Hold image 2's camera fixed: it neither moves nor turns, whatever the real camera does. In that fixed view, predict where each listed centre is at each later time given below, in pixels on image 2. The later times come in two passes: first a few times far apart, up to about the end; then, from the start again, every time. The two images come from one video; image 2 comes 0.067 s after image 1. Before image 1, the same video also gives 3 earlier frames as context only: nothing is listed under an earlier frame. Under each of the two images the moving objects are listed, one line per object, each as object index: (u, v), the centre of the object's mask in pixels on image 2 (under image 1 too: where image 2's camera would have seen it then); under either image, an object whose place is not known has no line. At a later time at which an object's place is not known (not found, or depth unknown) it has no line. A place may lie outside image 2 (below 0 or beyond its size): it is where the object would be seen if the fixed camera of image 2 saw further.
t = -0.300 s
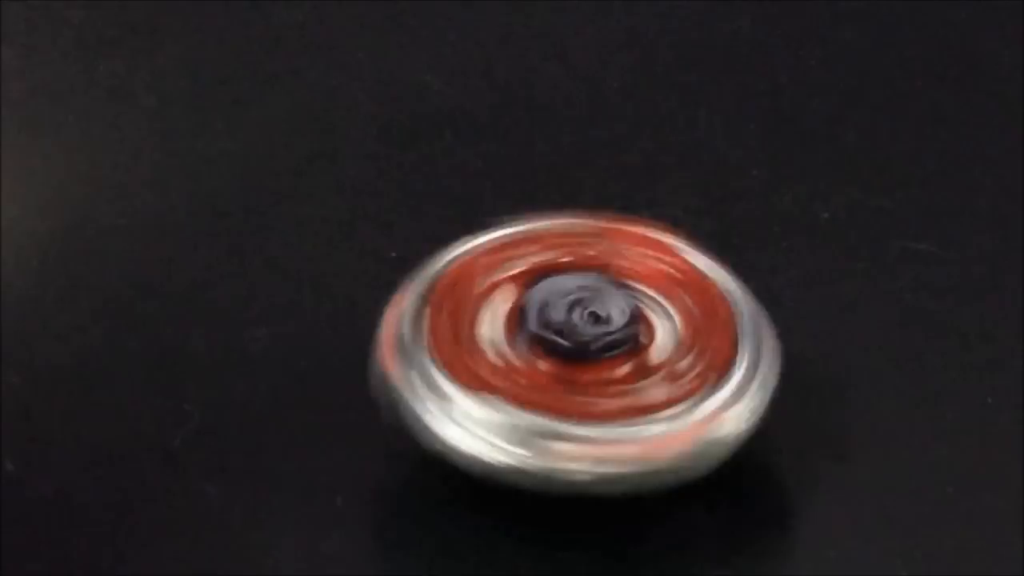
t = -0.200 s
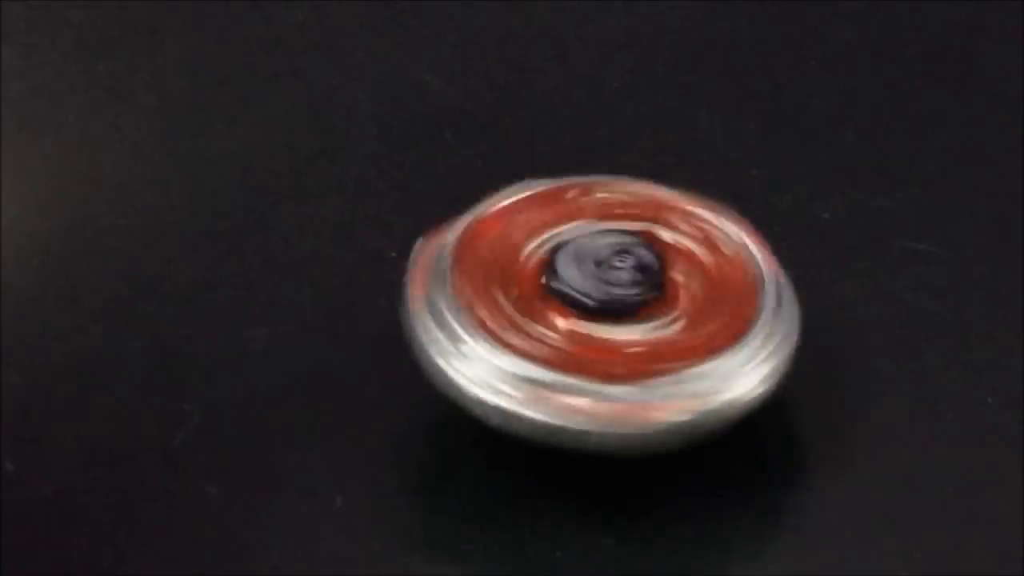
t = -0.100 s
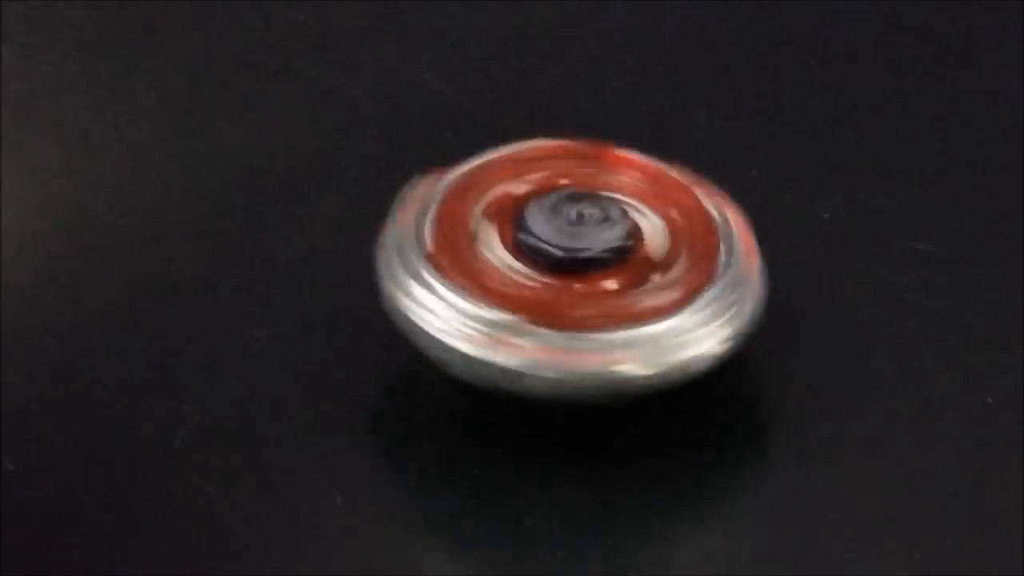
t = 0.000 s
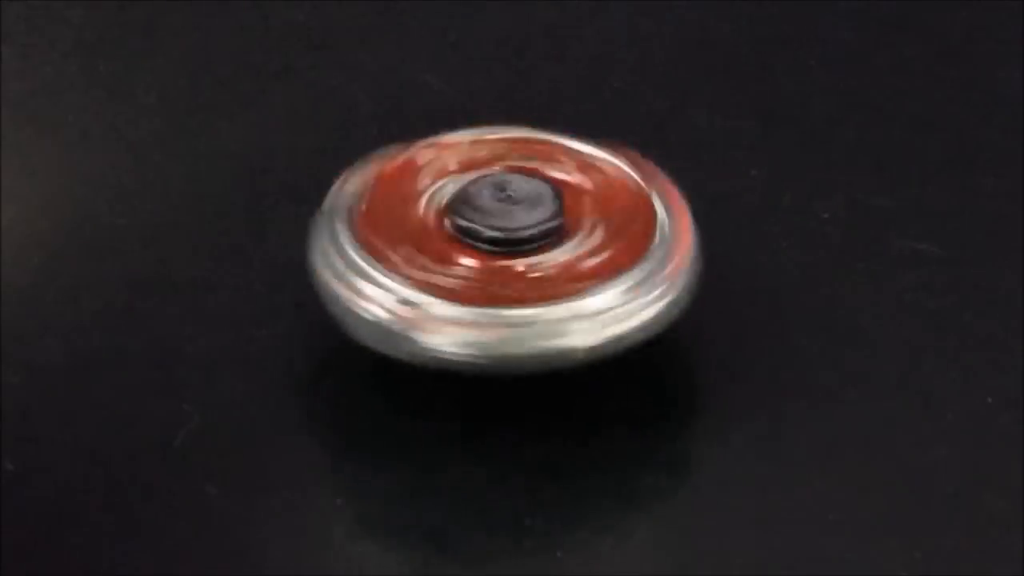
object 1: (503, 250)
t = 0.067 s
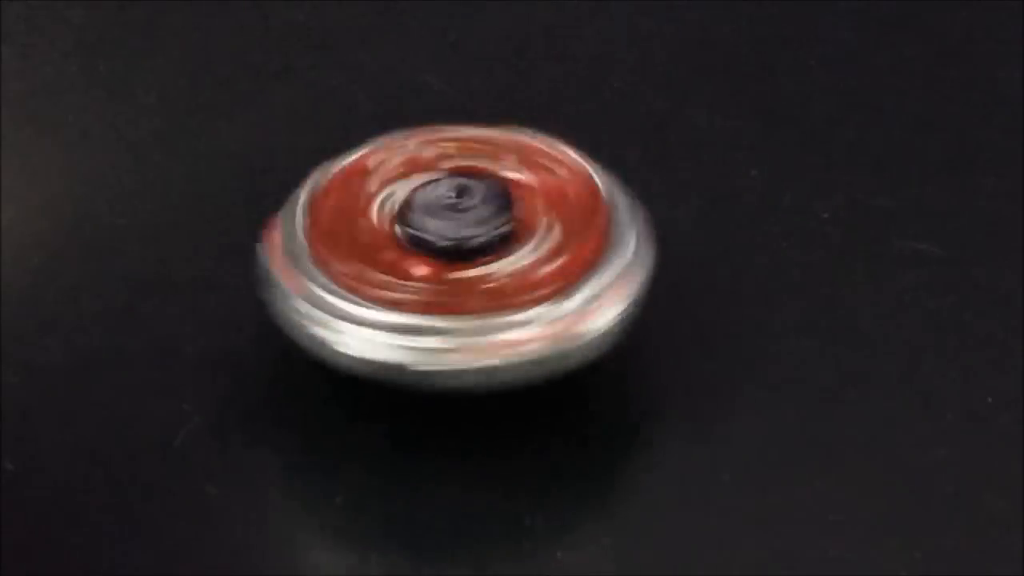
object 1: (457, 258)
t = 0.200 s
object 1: (401, 307)
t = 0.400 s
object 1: (491, 369)
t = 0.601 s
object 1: (589, 313)
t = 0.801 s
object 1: (500, 251)
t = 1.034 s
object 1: (414, 326)
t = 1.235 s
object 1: (531, 361)
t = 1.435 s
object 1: (577, 288)
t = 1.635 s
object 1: (456, 268)
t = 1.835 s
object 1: (439, 342)
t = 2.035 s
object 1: (563, 341)
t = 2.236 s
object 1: (531, 271)
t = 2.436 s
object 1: (427, 298)
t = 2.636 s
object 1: (500, 352)
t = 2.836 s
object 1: (566, 306)
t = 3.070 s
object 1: (482, 267)
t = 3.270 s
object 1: (422, 287)
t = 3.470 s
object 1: (420, 331)
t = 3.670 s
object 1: (498, 355)
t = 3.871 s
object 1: (564, 328)
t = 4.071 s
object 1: (566, 282)
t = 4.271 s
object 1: (511, 263)
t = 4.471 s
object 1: (446, 278)
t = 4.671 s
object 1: (426, 319)
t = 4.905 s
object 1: (486, 358)
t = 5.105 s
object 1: (559, 348)
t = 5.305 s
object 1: (569, 302)
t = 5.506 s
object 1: (523, 271)
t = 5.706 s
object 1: (458, 269)
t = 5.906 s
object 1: (421, 301)
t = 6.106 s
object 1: (451, 344)
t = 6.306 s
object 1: (527, 342)
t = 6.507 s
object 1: (557, 293)
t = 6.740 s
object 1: (496, 261)
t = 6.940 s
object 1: (439, 275)
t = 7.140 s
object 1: (426, 306)
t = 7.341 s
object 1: (465, 347)
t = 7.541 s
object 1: (528, 362)
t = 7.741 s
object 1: (572, 333)
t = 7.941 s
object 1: (569, 301)
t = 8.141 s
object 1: (524, 267)
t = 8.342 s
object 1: (447, 277)
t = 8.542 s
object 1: (423, 309)
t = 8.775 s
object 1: (462, 347)
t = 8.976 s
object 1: (540, 341)
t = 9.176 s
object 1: (536, 289)
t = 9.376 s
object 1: (479, 268)
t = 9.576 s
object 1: (428, 282)
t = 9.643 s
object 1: (422, 302)
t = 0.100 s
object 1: (434, 264)
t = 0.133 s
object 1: (418, 275)
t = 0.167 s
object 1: (407, 291)
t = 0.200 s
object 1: (401, 307)
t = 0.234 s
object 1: (401, 322)
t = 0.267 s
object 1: (410, 334)
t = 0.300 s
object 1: (425, 352)
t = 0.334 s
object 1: (445, 362)
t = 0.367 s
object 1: (464, 367)
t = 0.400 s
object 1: (491, 369)
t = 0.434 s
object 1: (519, 370)
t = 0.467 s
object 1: (541, 363)
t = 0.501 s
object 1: (558, 354)
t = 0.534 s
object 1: (576, 343)
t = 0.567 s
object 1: (586, 327)
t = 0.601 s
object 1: (589, 313)
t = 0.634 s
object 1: (587, 301)
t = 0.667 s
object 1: (579, 283)
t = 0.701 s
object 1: (563, 270)
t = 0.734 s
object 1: (547, 262)
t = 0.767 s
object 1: (528, 257)
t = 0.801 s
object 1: (500, 251)
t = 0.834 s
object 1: (476, 253)
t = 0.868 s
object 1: (458, 260)
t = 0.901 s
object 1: (437, 268)
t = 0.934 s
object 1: (418, 281)
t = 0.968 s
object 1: (411, 294)
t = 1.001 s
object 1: (411, 309)
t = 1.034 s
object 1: (414, 326)
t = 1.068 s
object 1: (423, 338)
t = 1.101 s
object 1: (440, 349)
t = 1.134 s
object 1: (461, 360)
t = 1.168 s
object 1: (486, 365)
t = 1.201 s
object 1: (510, 366)
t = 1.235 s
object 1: (531, 361)
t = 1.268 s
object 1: (554, 352)
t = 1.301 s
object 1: (572, 342)
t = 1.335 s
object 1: (580, 331)
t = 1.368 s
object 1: (583, 315)
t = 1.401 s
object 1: (583, 300)
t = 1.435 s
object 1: (577, 288)
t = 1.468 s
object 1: (563, 275)
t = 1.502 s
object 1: (543, 267)
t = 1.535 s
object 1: (521, 260)
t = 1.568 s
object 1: (499, 257)
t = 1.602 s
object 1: (477, 262)
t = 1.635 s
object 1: (456, 268)
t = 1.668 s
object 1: (438, 275)
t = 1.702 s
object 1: (425, 286)
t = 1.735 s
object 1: (419, 302)
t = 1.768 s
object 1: (420, 319)
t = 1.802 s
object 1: (424, 331)
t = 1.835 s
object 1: (439, 342)
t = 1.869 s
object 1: (457, 356)
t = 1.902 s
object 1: (477, 360)
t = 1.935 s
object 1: (500, 362)
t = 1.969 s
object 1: (523, 359)
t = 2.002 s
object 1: (544, 351)
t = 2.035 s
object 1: (563, 341)
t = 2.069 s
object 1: (570, 331)
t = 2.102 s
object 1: (572, 315)
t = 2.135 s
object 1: (572, 301)
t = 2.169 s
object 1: (566, 291)
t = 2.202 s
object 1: (551, 278)
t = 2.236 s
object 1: (531, 271)
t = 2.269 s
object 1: (510, 266)
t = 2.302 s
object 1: (489, 264)
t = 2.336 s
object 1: (469, 270)
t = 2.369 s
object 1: (453, 275)
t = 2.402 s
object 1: (438, 284)
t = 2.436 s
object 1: (427, 298)
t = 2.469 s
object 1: (428, 312)
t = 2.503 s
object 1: (432, 327)
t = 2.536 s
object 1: (442, 337)
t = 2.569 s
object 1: (459, 346)
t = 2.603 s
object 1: (478, 352)
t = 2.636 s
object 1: (500, 352)
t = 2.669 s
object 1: (522, 353)
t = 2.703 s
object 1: (532, 347)
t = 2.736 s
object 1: (550, 338)
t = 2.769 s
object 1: (560, 330)
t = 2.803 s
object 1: (563, 319)
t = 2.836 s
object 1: (566, 306)
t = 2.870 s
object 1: (560, 294)
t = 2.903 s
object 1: (549, 281)
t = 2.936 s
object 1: (538, 277)
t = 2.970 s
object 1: (523, 274)
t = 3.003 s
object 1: (507, 266)
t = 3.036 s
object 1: (498, 271)
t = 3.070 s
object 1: (482, 267)
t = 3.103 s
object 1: (469, 267)
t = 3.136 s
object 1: (458, 277)
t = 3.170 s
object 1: (446, 273)
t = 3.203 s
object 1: (438, 277)
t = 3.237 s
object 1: (428, 288)
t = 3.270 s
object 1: (422, 287)
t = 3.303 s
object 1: (413, 301)
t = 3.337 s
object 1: (411, 302)
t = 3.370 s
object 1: (413, 306)
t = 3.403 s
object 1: (414, 321)
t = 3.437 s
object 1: (417, 322)
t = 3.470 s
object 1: (420, 331)
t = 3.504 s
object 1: (429, 338)
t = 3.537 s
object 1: (440, 340)
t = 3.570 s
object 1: (453, 350)
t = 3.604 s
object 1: (465, 350)
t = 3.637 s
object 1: (478, 350)
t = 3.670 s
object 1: (498, 355)
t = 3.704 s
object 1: (509, 351)
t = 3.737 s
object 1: (527, 347)
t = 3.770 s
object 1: (538, 347)
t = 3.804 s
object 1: (541, 339)
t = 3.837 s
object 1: (554, 331)
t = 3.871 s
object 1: (564, 328)
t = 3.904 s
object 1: (567, 320)
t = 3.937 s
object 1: (575, 309)
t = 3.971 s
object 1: (576, 302)
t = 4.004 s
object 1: (574, 294)
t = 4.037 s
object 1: (573, 285)
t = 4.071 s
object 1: (566, 282)
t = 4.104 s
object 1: (560, 276)
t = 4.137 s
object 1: (552, 267)
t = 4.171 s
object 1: (543, 268)
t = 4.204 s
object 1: (535, 261)
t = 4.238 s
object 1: (526, 258)
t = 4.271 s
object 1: (511, 263)
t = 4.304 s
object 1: (501, 255)
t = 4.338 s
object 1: (490, 256)
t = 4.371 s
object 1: (479, 265)
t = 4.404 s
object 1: (467, 262)
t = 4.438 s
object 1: (456, 270)
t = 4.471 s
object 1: (446, 278)
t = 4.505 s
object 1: (440, 278)
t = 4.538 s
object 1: (440, 286)
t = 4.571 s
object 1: (433, 296)
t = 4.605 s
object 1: (428, 299)
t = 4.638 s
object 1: (430, 306)
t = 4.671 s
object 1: (426, 319)
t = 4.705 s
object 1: (431, 325)
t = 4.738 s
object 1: (439, 335)
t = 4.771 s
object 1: (445, 344)
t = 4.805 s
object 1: (453, 345)
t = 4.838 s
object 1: (467, 350)
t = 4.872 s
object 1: (479, 359)
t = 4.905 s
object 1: (486, 358)
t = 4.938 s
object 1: (501, 361)
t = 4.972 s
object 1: (517, 361)
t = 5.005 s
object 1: (528, 356)
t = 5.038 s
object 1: (545, 355)
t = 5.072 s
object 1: (554, 352)
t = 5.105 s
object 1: (559, 348)
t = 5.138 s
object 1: (566, 337)
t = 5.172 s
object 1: (572, 331)
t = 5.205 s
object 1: (575, 324)
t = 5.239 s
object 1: (577, 311)
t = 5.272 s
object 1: (577, 309)
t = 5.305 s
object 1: (569, 302)
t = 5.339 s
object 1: (567, 291)
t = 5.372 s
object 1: (563, 286)
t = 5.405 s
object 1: (555, 284)
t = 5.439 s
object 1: (547, 275)
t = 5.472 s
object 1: (533, 269)
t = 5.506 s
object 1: (523, 271)
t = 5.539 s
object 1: (509, 263)
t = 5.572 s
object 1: (501, 262)
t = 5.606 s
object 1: (493, 268)
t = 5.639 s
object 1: (478, 267)
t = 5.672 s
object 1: (468, 264)
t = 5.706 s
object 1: (458, 269)
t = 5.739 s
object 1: (446, 277)
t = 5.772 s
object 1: (437, 275)
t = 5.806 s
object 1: (431, 286)
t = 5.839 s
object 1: (421, 291)
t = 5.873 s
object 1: (418, 294)
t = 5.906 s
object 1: (421, 301)
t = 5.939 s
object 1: (416, 312)
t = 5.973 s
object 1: (417, 315)
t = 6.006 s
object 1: (416, 321)
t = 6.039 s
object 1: (425, 335)
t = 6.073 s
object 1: (435, 337)
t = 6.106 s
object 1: (451, 344)
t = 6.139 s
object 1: (463, 349)
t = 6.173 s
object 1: (471, 350)
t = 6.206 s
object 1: (483, 347)
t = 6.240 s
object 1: (501, 348)
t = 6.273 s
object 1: (516, 348)
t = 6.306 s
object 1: (527, 342)
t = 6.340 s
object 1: (544, 337)
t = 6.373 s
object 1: (551, 326)
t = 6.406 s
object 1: (558, 318)
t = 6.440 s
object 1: (561, 305)
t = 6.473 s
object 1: (561, 298)
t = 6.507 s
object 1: (557, 293)
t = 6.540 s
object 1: (552, 285)
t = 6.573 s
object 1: (545, 273)
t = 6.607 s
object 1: (538, 272)
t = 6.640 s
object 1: (530, 266)
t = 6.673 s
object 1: (518, 258)
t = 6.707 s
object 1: (512, 261)
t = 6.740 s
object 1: (496, 261)
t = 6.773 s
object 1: (488, 255)
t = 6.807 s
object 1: (479, 255)
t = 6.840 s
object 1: (470, 264)
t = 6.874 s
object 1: (457, 262)
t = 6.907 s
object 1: (451, 266)
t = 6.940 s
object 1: (439, 275)
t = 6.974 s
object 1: (434, 279)
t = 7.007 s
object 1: (430, 280)
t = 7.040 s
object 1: (430, 289)
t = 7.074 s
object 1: (427, 299)
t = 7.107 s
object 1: (424, 303)
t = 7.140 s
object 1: (426, 306)
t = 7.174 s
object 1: (428, 318)
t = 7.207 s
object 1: (433, 327)
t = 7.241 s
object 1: (439, 330)
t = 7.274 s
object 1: (452, 341)
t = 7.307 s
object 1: (458, 349)
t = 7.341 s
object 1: (465, 347)
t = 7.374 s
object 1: (472, 345)
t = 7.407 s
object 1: (487, 352)
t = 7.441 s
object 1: (495, 358)
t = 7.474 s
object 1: (503, 360)
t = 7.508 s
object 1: (512, 357)
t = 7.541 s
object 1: (528, 362)
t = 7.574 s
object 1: (538, 357)
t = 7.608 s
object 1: (550, 352)
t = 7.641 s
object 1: (560, 349)
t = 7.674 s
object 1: (565, 350)
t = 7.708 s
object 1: (564, 342)
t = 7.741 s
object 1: (572, 333)
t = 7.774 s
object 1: (576, 329)
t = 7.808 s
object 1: (578, 329)
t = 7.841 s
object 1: (576, 321)
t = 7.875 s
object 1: (577, 310)
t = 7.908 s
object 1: (572, 305)
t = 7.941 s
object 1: (569, 301)
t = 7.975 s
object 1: (561, 290)
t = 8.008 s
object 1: (558, 286)
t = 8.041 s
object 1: (551, 287)
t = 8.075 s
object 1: (542, 284)
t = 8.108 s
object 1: (530, 272)
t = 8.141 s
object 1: (524, 267)
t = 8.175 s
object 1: (514, 268)
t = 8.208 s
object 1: (501, 269)
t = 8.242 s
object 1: (484, 264)
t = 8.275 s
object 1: (472, 268)
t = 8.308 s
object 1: (455, 274)
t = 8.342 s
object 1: (447, 277)
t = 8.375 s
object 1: (442, 278)
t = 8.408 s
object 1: (440, 285)
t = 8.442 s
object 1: (431, 295)
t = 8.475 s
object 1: (426, 298)
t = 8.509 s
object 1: (421, 299)
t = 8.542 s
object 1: (423, 309)
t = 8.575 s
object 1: (418, 319)
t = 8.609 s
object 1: (423, 323)
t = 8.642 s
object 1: (429, 328)
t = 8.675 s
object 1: (436, 341)
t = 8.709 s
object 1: (442, 343)
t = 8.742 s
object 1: (451, 344)
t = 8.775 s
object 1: (462, 347)
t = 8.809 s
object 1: (475, 355)
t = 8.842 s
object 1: (484, 355)
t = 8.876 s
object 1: (497, 355)
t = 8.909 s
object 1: (513, 352)
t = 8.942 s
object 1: (531, 349)
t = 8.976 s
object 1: (540, 341)
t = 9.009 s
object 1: (550, 332)
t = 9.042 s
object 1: (553, 319)
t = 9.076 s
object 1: (553, 315)
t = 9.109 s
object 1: (548, 310)
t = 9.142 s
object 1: (543, 299)
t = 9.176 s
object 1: (536, 289)
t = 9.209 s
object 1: (532, 282)
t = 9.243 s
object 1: (525, 280)
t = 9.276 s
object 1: (515, 276)
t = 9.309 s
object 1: (503, 268)
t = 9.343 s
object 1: (490, 264)
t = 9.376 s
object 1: (479, 268)
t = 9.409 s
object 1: (464, 266)
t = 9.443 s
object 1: (457, 266)
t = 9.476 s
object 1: (449, 270)
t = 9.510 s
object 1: (439, 280)
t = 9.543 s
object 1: (429, 281)
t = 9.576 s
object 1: (428, 282)
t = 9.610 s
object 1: (425, 290)
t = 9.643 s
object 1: (422, 302)
